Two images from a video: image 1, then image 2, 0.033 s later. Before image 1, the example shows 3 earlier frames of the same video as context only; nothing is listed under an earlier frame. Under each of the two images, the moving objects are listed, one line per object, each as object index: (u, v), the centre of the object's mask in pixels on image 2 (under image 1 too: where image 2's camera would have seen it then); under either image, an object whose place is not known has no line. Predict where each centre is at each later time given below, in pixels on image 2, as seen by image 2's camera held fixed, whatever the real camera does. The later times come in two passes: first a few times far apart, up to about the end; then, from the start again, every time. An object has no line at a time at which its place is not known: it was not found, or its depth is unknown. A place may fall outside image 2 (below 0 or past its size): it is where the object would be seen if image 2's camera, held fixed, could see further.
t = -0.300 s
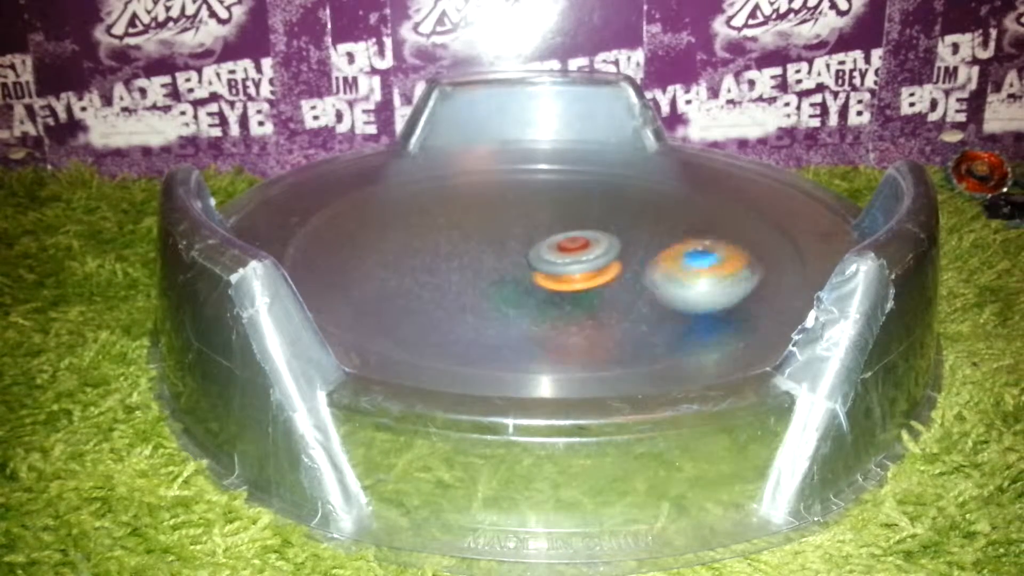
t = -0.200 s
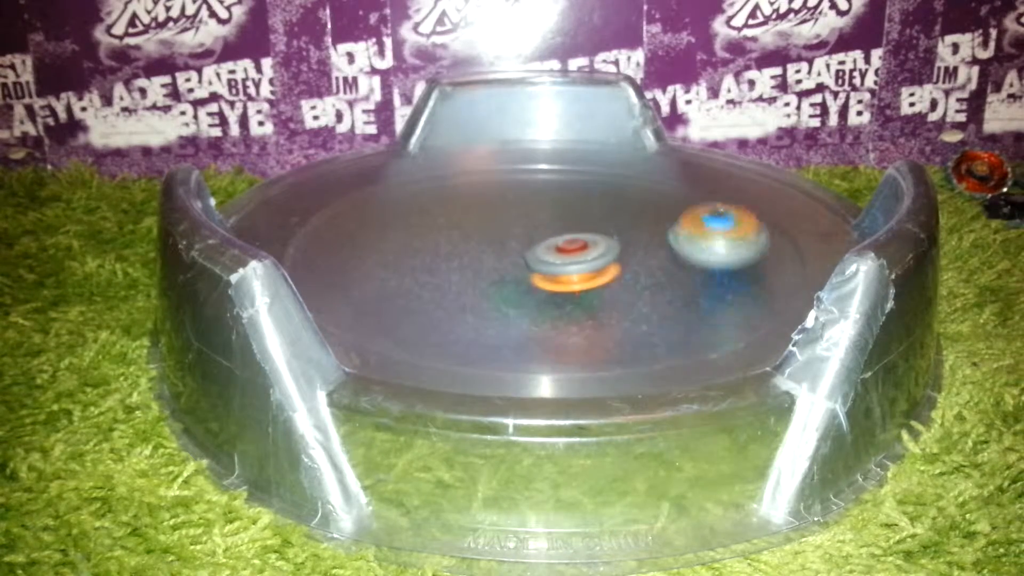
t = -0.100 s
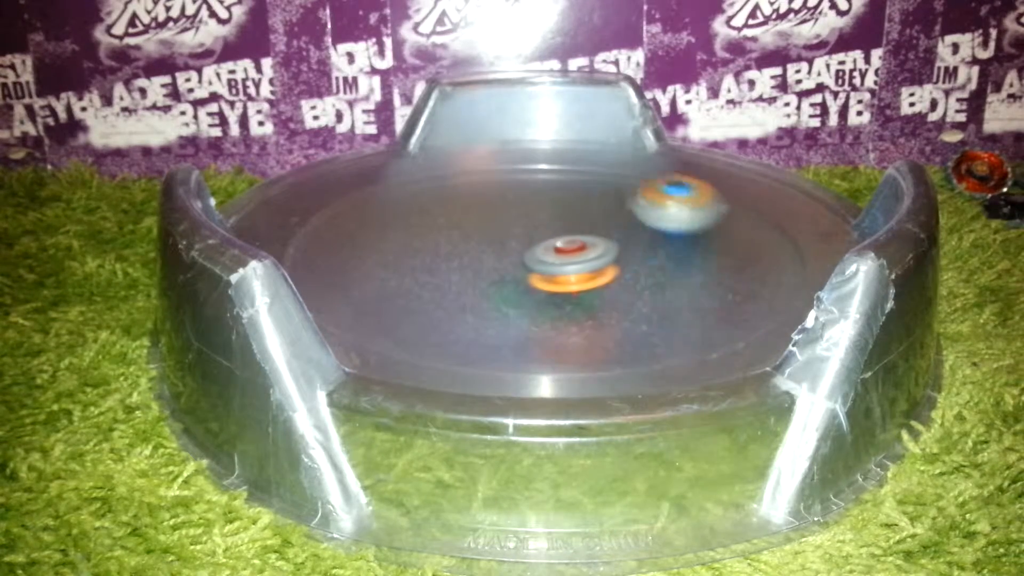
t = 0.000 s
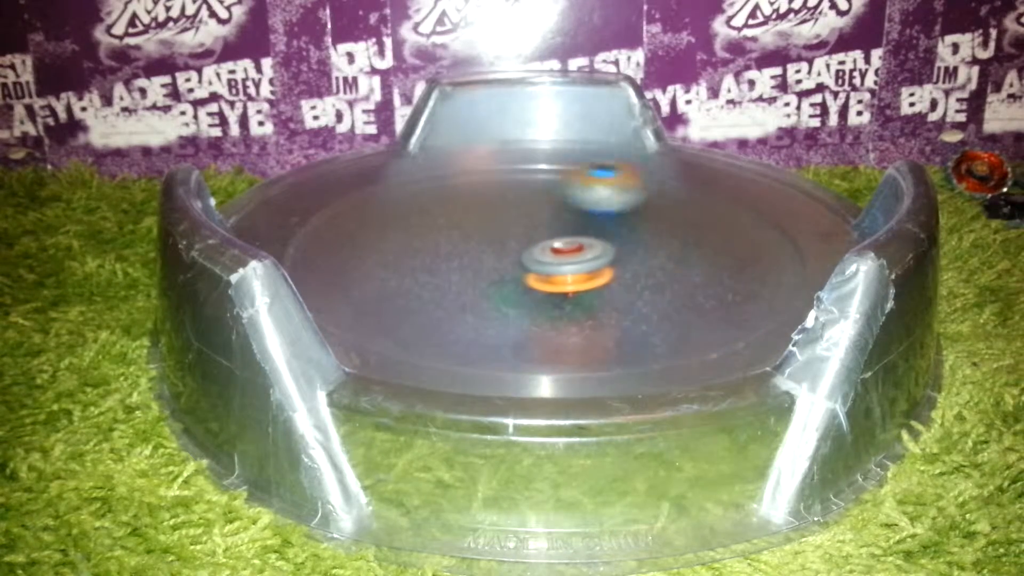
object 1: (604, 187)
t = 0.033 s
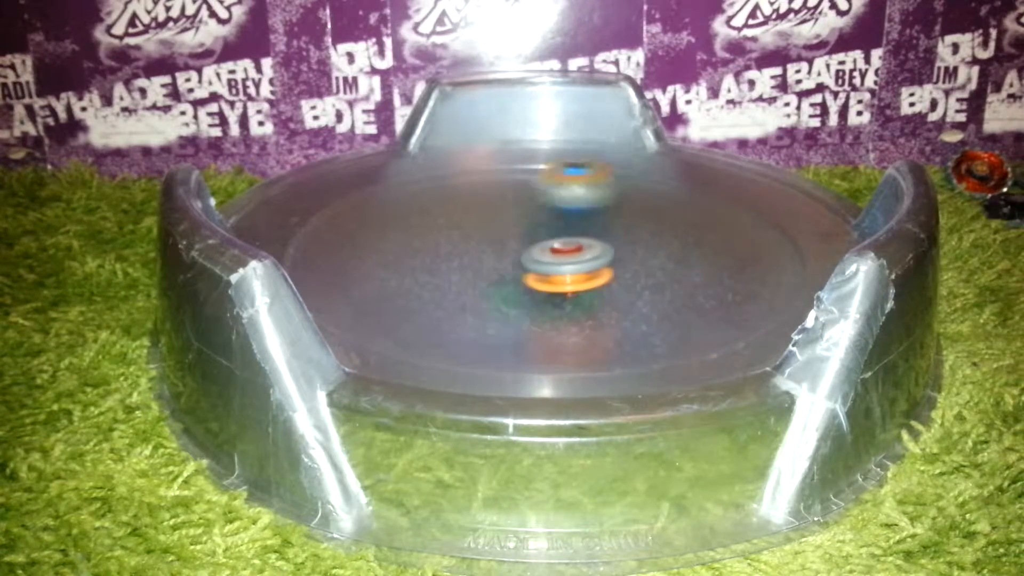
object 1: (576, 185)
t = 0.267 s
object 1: (403, 220)
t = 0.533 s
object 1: (507, 310)
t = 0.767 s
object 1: (708, 263)
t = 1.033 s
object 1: (595, 189)
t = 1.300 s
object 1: (396, 221)
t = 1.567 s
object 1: (509, 308)
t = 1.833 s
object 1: (705, 246)
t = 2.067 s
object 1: (588, 186)
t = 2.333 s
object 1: (401, 224)
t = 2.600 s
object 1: (531, 308)
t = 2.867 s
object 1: (710, 242)
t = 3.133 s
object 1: (557, 187)
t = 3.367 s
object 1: (403, 230)
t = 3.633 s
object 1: (533, 307)
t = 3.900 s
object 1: (703, 244)
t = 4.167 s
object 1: (548, 189)
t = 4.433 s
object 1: (391, 242)
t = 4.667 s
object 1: (535, 308)
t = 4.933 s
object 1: (697, 241)
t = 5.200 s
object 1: (548, 187)
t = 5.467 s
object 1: (399, 242)
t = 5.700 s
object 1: (543, 306)
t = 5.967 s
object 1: (701, 241)
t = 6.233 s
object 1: (550, 190)
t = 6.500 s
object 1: (403, 245)
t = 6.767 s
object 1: (576, 307)
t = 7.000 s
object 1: (695, 243)
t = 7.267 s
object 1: (545, 192)
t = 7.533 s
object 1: (399, 244)
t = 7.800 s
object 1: (567, 306)
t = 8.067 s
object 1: (686, 233)
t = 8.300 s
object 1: (554, 190)
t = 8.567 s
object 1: (406, 240)
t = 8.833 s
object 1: (562, 305)
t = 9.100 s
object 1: (693, 237)
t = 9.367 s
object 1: (540, 193)
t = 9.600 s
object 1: (411, 238)
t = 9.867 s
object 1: (544, 305)
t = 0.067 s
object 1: (544, 184)
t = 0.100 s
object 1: (516, 185)
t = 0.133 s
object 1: (488, 189)
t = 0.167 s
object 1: (465, 192)
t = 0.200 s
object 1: (440, 200)
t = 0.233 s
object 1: (419, 211)
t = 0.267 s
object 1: (403, 220)
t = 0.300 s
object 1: (391, 232)
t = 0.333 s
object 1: (386, 244)
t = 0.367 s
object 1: (387, 258)
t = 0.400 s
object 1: (395, 271)
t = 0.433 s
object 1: (412, 283)
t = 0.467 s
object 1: (438, 295)
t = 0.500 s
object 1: (468, 304)
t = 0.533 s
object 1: (507, 310)
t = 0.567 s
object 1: (547, 313)
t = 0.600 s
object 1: (587, 311)
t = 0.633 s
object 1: (622, 306)
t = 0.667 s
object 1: (653, 298)
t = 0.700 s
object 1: (679, 287)
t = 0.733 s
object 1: (697, 275)
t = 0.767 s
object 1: (708, 263)
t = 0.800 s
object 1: (712, 250)
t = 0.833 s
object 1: (708, 238)
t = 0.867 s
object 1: (698, 226)
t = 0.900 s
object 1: (684, 216)
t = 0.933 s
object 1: (665, 207)
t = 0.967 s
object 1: (644, 199)
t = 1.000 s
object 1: (622, 193)
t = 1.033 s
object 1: (595, 189)
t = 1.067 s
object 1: (565, 186)
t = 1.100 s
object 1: (535, 185)
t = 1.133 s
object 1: (505, 187)
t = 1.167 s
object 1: (479, 190)
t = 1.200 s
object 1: (457, 192)
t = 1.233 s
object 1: (431, 202)
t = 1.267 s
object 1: (412, 210)
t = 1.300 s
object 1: (396, 221)
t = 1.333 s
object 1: (386, 232)
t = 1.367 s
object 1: (382, 245)
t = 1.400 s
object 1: (385, 258)
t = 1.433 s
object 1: (396, 271)
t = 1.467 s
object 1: (415, 284)
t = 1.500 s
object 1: (442, 295)
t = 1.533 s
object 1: (474, 303)
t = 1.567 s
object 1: (509, 308)
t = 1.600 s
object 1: (550, 310)
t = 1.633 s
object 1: (589, 308)
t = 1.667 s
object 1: (623, 302)
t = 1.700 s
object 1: (654, 293)
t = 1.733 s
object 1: (677, 283)
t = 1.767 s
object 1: (693, 271)
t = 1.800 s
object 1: (703, 259)
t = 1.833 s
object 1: (705, 246)
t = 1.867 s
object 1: (701, 234)
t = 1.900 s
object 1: (691, 222)
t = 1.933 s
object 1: (677, 211)
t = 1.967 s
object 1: (659, 203)
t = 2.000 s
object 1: (638, 195)
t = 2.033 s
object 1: (614, 190)
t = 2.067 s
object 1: (588, 186)
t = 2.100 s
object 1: (559, 184)
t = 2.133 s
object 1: (532, 184)
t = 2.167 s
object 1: (502, 186)
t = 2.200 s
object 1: (478, 189)
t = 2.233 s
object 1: (454, 195)
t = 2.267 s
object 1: (432, 203)
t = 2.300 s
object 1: (415, 212)
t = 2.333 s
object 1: (401, 224)
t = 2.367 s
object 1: (394, 236)
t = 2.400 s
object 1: (392, 249)
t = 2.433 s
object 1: (398, 262)
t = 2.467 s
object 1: (411, 275)
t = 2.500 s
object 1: (430, 286)
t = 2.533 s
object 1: (459, 296)
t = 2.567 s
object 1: (494, 304)
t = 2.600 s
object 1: (531, 308)
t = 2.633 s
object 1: (567, 308)
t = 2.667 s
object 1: (606, 305)
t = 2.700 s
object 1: (637, 299)
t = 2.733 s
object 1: (665, 290)
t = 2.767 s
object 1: (686, 279)
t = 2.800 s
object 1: (701, 267)
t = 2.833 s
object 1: (709, 255)
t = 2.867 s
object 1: (710, 242)
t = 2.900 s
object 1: (704, 231)
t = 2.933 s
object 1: (692, 219)
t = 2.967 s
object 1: (677, 210)
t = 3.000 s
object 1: (657, 202)
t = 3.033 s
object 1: (634, 196)
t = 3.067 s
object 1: (611, 191)
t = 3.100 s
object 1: (584, 188)
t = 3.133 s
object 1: (557, 187)
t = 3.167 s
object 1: (528, 188)
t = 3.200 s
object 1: (500, 190)
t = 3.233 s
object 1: (475, 195)
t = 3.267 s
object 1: (453, 202)
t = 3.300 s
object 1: (431, 210)
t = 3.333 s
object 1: (415, 218)
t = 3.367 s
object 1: (403, 230)
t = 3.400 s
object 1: (395, 242)
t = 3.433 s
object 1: (395, 254)
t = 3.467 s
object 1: (403, 267)
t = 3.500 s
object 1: (416, 279)
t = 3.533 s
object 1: (437, 290)
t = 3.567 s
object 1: (465, 299)
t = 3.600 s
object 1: (496, 306)
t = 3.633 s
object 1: (533, 307)
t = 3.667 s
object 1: (571, 309)
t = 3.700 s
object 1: (606, 305)
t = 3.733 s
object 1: (640, 299)
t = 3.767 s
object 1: (666, 290)
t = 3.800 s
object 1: (684, 279)
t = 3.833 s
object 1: (697, 268)
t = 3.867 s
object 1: (703, 255)
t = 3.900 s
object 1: (703, 244)
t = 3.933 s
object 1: (696, 232)
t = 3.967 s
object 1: (684, 222)
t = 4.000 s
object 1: (667, 213)
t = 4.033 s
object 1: (647, 204)
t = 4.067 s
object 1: (626, 199)
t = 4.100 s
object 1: (602, 194)
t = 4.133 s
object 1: (574, 191)
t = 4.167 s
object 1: (548, 189)
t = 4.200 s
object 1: (520, 190)
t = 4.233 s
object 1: (491, 192)
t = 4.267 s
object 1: (466, 198)
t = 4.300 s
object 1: (445, 203)
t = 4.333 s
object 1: (425, 210)
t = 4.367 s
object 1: (408, 219)
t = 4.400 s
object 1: (397, 230)
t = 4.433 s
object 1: (391, 242)
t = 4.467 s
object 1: (391, 254)
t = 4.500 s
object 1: (398, 266)
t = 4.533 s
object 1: (413, 279)
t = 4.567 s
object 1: (435, 289)
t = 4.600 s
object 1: (463, 298)
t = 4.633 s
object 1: (496, 304)
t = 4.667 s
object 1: (535, 308)
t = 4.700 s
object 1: (571, 307)
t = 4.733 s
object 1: (605, 304)
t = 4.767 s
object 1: (634, 297)
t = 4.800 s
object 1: (659, 288)
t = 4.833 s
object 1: (678, 277)
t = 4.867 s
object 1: (691, 265)
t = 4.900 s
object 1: (698, 253)
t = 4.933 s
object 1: (697, 241)
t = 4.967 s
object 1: (691, 230)
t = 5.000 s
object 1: (679, 219)
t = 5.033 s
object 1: (663, 210)
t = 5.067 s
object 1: (646, 202)
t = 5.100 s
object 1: (624, 196)
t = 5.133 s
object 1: (602, 191)
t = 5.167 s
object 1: (575, 188)
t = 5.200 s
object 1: (548, 187)
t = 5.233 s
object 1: (520, 188)
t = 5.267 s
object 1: (494, 191)
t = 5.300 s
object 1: (471, 196)
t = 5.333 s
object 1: (449, 201)
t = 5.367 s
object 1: (429, 209)
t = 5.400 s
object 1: (414, 219)
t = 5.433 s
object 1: (404, 230)
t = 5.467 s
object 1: (399, 242)
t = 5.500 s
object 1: (400, 254)
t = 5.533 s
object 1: (408, 266)
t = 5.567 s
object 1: (423, 278)
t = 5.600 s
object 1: (444, 288)
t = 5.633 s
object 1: (474, 297)
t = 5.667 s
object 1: (506, 304)
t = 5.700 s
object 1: (543, 306)
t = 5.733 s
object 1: (576, 304)
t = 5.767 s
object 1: (612, 302)
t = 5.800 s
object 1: (642, 295)
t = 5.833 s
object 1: (665, 286)
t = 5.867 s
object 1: (684, 275)
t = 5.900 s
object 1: (696, 264)
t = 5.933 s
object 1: (702, 252)
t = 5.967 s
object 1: (701, 241)
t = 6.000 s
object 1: (694, 230)
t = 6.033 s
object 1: (682, 220)
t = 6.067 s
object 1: (666, 211)
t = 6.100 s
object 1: (647, 204)
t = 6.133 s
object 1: (626, 198)
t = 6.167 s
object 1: (602, 194)
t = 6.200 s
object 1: (576, 191)
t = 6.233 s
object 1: (550, 190)
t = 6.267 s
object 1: (523, 191)
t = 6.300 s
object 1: (497, 194)
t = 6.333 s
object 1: (474, 199)
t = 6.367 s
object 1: (452, 205)
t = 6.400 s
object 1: (433, 214)
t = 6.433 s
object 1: (419, 223)
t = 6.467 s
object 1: (408, 234)
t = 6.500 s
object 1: (403, 245)
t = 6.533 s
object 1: (404, 257)
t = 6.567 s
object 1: (411, 269)
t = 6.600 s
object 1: (426, 280)
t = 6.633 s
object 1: (447, 291)
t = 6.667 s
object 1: (473, 299)
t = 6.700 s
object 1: (505, 306)
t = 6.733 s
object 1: (540, 307)
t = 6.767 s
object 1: (576, 307)
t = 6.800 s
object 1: (609, 302)
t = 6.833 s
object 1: (638, 296)
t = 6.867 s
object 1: (661, 287)
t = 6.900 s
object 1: (680, 277)
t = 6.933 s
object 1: (691, 266)
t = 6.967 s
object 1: (696, 254)
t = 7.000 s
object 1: (695, 243)
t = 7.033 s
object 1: (687, 232)
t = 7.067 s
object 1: (675, 223)
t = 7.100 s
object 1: (659, 215)
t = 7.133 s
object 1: (641, 207)
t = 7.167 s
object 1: (619, 201)
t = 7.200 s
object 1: (597, 197)
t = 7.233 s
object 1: (573, 194)
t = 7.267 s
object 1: (545, 192)
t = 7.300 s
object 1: (519, 192)
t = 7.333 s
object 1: (492, 195)
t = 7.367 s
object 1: (470, 199)
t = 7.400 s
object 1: (448, 206)
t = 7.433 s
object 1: (429, 212)
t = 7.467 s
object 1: (414, 222)
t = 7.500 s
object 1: (404, 232)
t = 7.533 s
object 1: (399, 244)
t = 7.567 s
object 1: (400, 255)
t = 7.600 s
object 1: (407, 267)
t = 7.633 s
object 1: (420, 278)
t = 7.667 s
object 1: (442, 288)
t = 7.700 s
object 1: (468, 296)
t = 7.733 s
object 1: (499, 303)
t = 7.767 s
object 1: (532, 305)
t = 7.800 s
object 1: (567, 306)
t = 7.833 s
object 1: (601, 303)
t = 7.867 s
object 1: (629, 296)
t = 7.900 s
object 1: (653, 287)
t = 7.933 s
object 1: (671, 278)
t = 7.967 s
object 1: (683, 267)
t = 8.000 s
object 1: (690, 255)
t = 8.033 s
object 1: (691, 244)
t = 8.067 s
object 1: (686, 233)
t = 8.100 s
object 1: (675, 223)
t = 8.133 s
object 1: (662, 214)
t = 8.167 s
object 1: (644, 206)
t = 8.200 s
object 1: (625, 200)
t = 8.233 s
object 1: (602, 195)
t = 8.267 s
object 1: (578, 191)
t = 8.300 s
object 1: (554, 190)
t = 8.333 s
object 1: (529, 190)
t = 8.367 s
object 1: (503, 193)
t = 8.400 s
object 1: (479, 197)
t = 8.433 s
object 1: (457, 203)
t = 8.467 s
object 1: (439, 209)
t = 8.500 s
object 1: (424, 218)
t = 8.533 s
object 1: (412, 229)
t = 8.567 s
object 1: (406, 240)
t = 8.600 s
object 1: (406, 251)
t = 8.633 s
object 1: (411, 263)
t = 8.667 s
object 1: (423, 275)
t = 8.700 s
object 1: (442, 285)
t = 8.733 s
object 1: (467, 294)
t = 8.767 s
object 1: (496, 301)
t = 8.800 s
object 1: (529, 305)
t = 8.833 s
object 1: (562, 305)
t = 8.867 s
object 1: (595, 303)
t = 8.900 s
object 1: (625, 297)
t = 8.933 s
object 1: (650, 290)
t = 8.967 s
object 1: (670, 280)
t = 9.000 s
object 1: (684, 270)
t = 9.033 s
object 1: (693, 259)
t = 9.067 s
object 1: (697, 248)
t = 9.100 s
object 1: (693, 237)
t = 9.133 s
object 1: (684, 227)
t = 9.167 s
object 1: (671, 218)
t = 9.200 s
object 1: (654, 210)
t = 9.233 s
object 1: (634, 204)
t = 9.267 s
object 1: (613, 199)
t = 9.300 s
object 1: (589, 196)
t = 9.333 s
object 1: (565, 193)
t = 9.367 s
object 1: (540, 193)
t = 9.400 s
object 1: (514, 195)
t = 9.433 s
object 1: (491, 199)
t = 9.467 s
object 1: (468, 204)
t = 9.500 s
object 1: (449, 211)
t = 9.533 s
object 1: (432, 218)
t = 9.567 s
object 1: (419, 228)
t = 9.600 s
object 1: (411, 238)
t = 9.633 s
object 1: (408, 249)
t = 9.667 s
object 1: (410, 260)
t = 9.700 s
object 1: (418, 271)
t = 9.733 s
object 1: (433, 282)
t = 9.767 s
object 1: (456, 291)
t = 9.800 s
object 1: (480, 299)
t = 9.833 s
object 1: (512, 304)
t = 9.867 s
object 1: (544, 305)
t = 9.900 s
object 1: (579, 305)
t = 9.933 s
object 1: (610, 301)
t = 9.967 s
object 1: (636, 294)
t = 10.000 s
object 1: (657, 286)
